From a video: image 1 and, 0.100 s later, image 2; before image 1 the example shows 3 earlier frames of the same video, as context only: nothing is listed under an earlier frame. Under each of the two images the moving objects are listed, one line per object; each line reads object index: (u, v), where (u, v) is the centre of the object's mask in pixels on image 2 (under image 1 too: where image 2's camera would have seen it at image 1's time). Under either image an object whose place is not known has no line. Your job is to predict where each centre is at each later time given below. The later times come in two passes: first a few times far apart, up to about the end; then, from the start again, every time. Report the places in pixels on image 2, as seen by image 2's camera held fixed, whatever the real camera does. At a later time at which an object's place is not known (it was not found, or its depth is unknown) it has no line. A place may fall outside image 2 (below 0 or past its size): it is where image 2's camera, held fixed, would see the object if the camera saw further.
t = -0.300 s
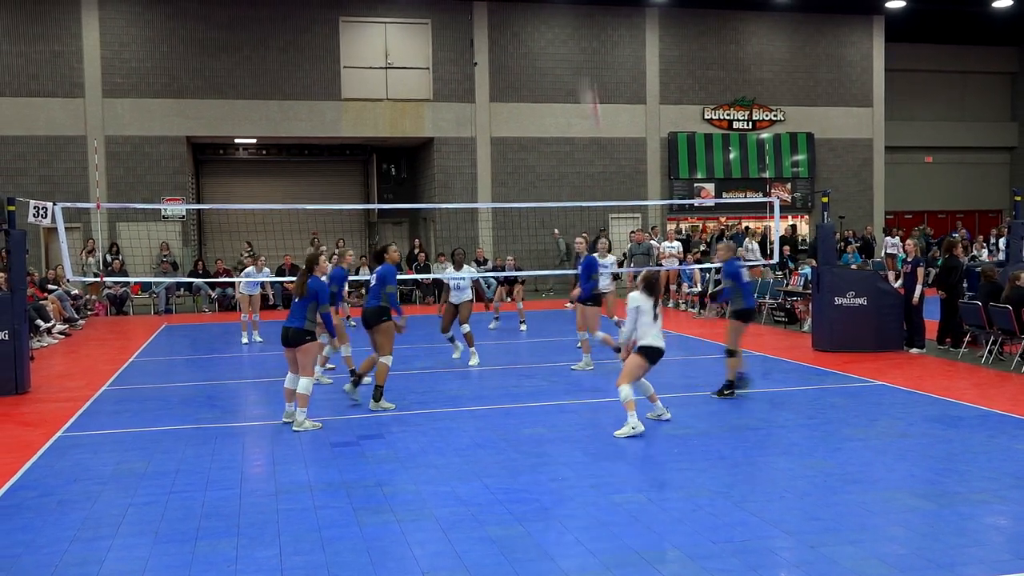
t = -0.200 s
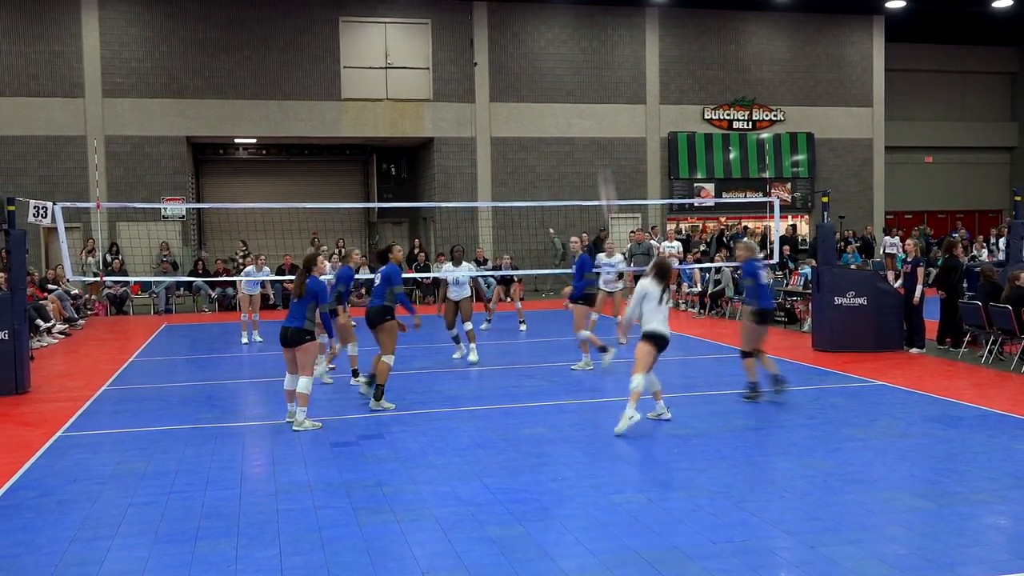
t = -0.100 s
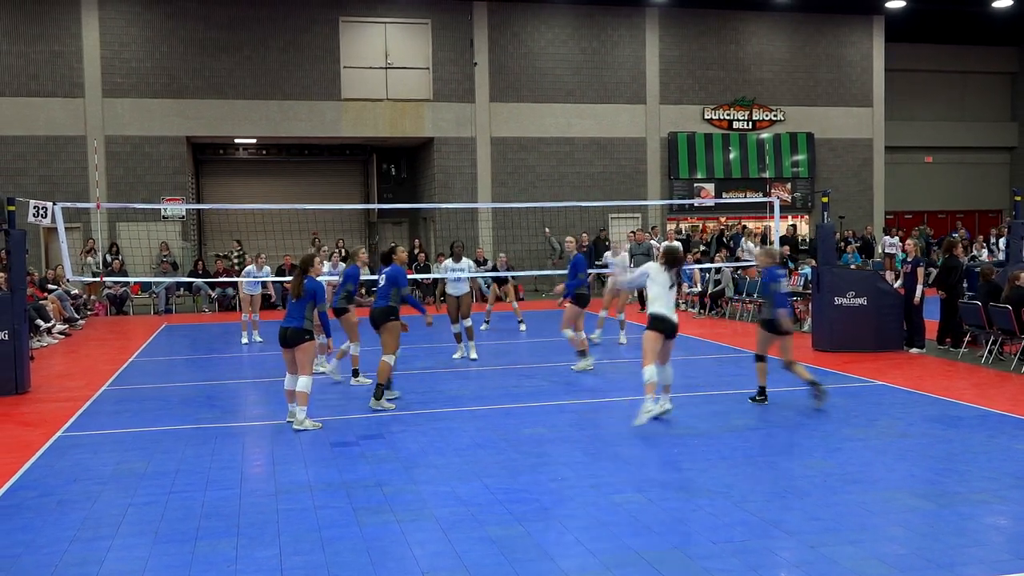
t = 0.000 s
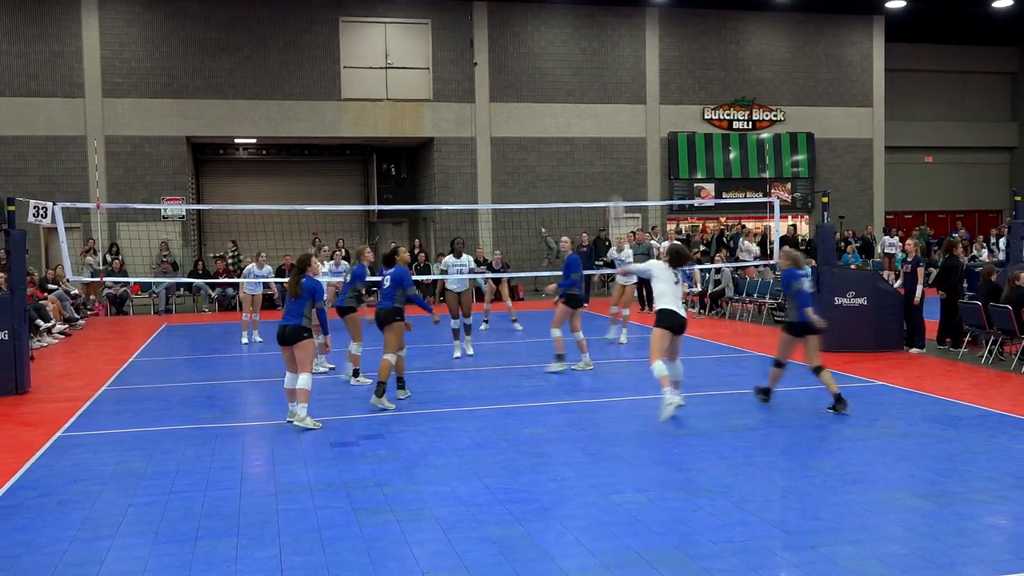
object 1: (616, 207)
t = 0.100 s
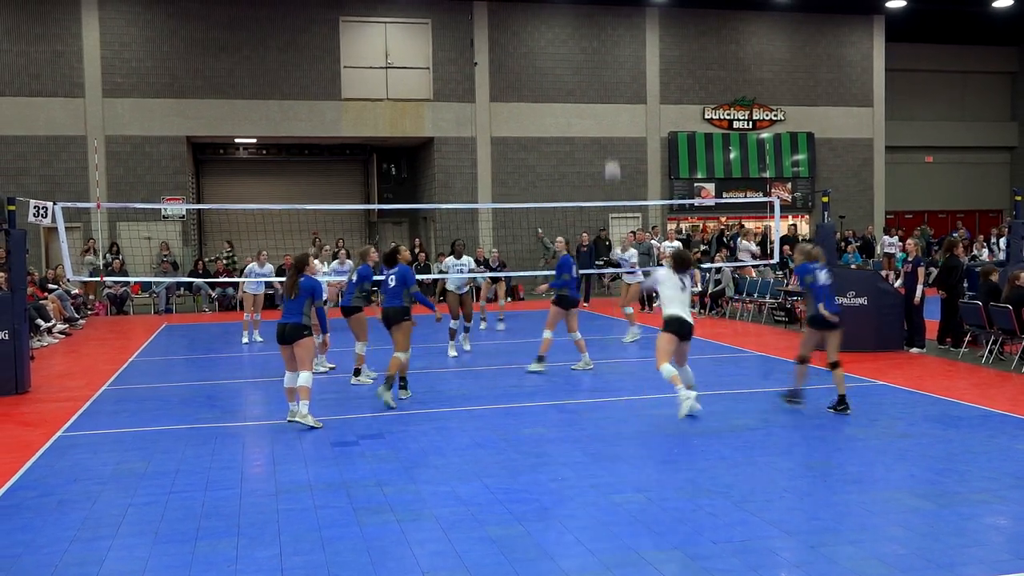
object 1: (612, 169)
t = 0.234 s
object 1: (607, 140)
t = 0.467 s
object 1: (601, 129)
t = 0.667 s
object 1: (595, 150)
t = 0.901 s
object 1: (590, 196)
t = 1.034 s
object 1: (587, 233)
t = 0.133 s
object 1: (611, 160)
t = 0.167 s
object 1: (609, 152)
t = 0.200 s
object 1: (608, 146)
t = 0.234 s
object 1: (607, 140)
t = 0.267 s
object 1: (607, 135)
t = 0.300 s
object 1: (606, 132)
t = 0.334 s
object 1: (604, 130)
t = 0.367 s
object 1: (603, 129)
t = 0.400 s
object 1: (602, 128)
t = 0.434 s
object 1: (601, 129)
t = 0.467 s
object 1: (601, 129)
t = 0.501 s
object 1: (599, 132)
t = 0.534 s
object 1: (598, 134)
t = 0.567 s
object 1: (598, 136)
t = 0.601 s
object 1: (597, 141)
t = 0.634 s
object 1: (596, 145)
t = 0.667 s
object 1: (595, 150)
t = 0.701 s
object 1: (594, 156)
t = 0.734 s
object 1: (593, 161)
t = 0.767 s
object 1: (593, 168)
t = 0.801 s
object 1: (592, 174)
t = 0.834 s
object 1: (591, 182)
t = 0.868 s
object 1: (591, 190)
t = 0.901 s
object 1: (590, 196)
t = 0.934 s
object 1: (589, 208)
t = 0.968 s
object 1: (588, 215)
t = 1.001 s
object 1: (588, 225)
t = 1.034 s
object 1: (587, 233)
